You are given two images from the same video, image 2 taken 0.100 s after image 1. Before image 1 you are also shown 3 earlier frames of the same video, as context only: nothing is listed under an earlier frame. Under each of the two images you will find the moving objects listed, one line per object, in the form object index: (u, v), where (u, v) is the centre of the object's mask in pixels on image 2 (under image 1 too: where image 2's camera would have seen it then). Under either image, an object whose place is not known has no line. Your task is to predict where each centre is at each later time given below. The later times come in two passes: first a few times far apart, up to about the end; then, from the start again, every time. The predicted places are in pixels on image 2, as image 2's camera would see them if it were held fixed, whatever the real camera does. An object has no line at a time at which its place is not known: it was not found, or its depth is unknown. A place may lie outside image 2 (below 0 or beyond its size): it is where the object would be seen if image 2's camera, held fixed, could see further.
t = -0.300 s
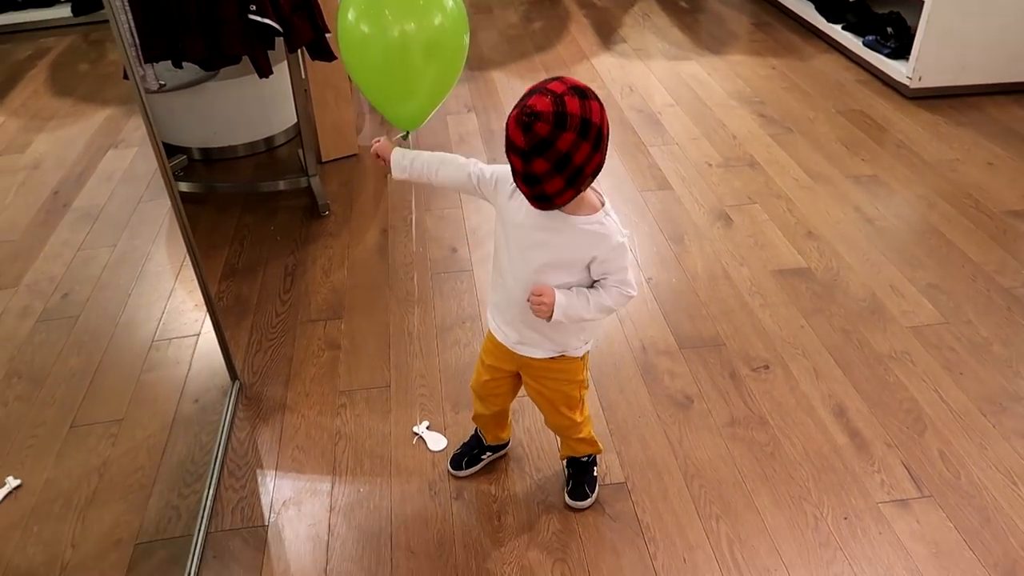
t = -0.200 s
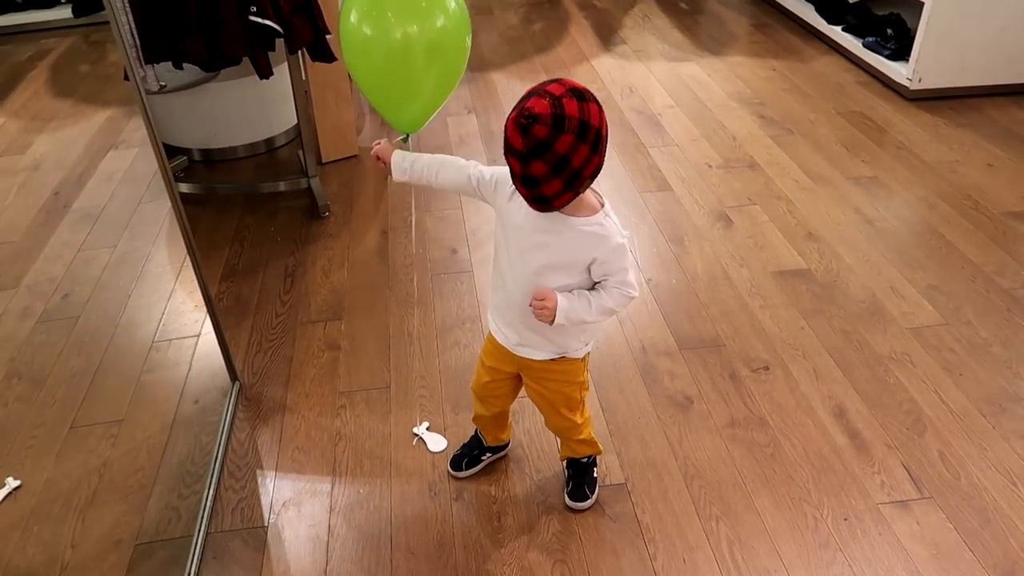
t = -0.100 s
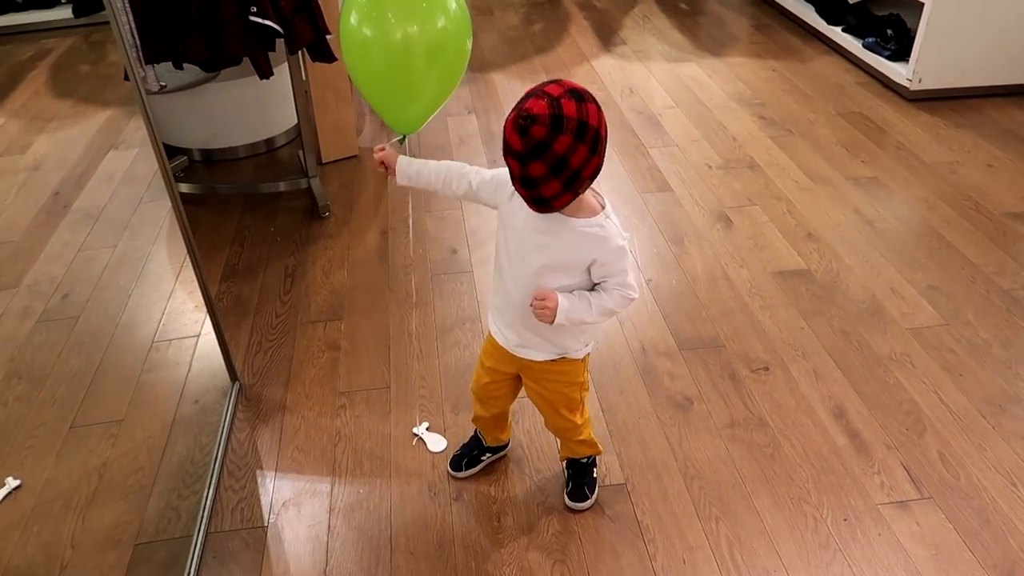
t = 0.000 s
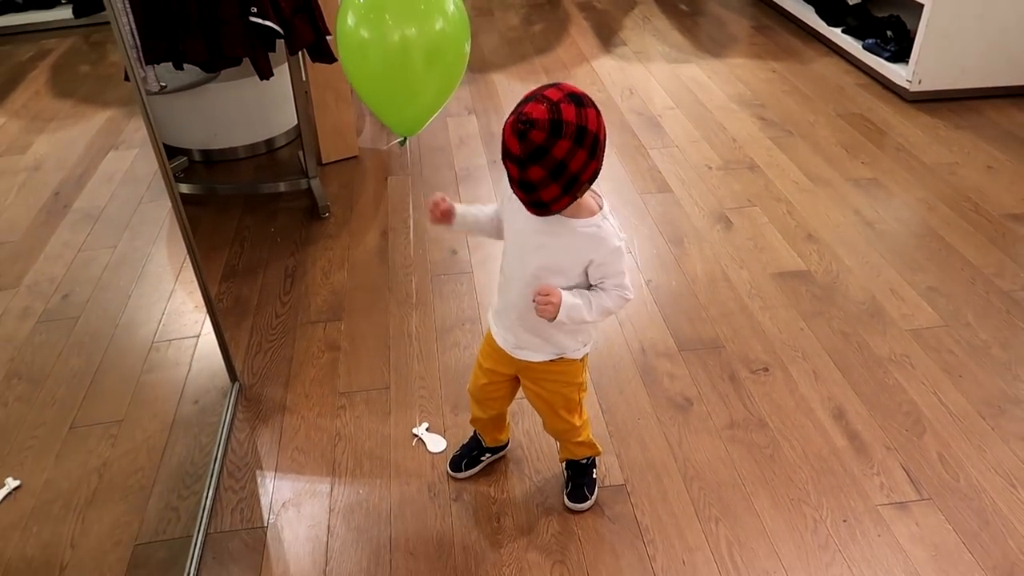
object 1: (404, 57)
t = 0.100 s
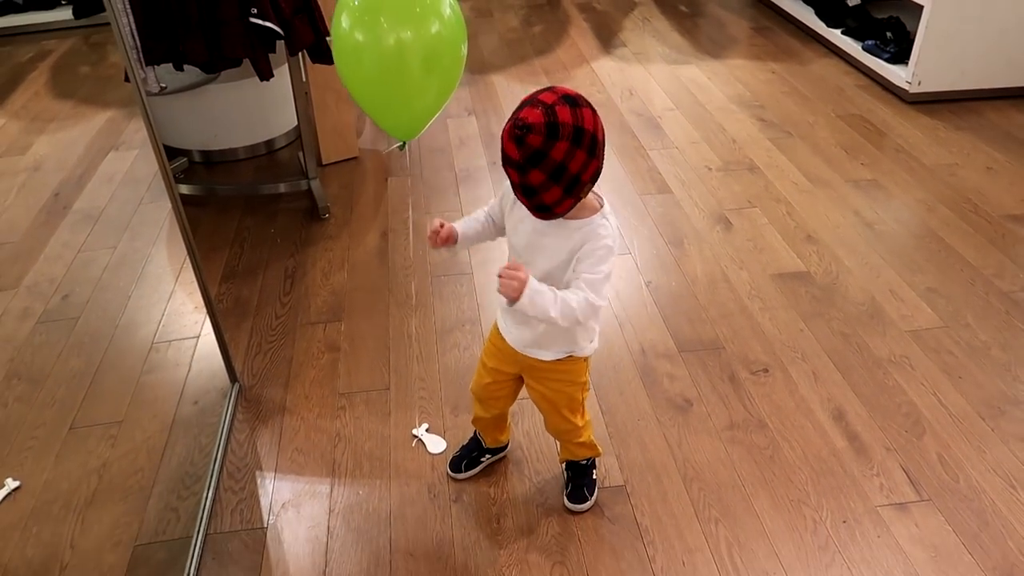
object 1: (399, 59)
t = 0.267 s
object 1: (388, 62)
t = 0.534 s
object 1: (365, 70)
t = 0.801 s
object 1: (347, 77)
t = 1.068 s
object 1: (347, 77)
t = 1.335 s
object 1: (360, 70)
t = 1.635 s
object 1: (378, 63)
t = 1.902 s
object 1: (390, 61)
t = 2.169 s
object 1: (394, 62)
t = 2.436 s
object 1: (390, 65)
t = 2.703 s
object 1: (381, 70)
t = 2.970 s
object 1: (368, 77)
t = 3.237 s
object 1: (361, 80)
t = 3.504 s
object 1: (360, 79)
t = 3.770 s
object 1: (366, 75)
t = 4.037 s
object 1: (376, 70)
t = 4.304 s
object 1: (386, 68)
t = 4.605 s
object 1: (389, 68)
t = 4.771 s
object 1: (388, 69)
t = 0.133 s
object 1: (398, 59)
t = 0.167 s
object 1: (396, 60)
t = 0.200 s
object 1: (394, 61)
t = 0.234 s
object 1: (391, 62)
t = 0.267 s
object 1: (388, 62)
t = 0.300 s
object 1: (386, 63)
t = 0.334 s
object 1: (383, 63)
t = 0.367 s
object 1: (380, 64)
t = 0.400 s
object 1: (377, 65)
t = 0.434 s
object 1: (374, 66)
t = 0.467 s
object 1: (371, 68)
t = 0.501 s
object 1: (368, 69)
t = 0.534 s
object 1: (365, 70)
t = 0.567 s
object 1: (362, 71)
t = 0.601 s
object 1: (359, 72)
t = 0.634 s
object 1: (357, 73)
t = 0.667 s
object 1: (354, 74)
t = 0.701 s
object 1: (352, 75)
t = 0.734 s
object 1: (350, 76)
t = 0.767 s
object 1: (348, 77)
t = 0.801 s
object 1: (347, 77)
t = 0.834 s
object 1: (346, 78)
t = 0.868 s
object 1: (346, 78)
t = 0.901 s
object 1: (345, 78)
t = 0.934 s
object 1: (345, 79)
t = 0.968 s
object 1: (345, 78)
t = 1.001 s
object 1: (346, 78)
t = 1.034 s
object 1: (346, 78)
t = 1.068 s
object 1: (347, 77)
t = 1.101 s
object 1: (348, 76)
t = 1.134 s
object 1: (349, 75)
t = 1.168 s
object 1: (350, 75)
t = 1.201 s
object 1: (352, 74)
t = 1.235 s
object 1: (354, 73)
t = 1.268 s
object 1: (356, 72)
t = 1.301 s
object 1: (358, 71)
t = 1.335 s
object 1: (360, 70)
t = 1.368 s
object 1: (362, 69)
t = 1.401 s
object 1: (364, 68)
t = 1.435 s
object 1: (366, 67)
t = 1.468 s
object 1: (368, 66)
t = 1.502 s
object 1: (370, 65)
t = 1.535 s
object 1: (372, 64)
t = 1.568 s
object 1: (375, 63)
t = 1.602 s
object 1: (377, 63)
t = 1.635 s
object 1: (378, 63)
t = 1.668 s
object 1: (380, 63)
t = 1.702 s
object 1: (382, 62)
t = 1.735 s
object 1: (384, 62)
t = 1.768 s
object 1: (385, 62)
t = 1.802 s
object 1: (386, 62)
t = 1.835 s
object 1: (388, 62)
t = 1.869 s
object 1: (389, 62)
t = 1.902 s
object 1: (390, 61)
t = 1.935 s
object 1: (391, 61)
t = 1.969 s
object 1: (391, 61)
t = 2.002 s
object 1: (392, 61)
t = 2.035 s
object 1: (393, 61)
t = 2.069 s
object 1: (393, 62)
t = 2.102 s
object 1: (393, 62)
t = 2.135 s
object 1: (393, 62)
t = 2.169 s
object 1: (394, 62)
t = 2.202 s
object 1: (394, 63)
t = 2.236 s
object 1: (394, 63)
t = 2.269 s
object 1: (393, 63)
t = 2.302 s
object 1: (393, 63)
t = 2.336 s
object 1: (392, 64)
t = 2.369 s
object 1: (392, 64)
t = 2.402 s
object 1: (391, 65)
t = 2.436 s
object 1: (390, 65)
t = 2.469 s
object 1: (389, 66)
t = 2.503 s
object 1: (388, 66)
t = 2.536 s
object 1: (387, 67)
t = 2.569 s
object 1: (386, 68)
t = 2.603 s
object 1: (385, 68)
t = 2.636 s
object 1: (383, 69)
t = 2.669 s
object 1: (382, 70)
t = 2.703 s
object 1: (381, 70)
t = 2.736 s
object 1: (379, 71)
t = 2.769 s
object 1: (378, 72)
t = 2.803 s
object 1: (376, 73)
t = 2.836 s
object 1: (374, 74)
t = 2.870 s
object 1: (373, 75)
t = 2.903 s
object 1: (371, 76)
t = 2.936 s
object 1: (370, 76)
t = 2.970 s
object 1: (368, 77)
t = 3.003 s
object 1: (367, 78)
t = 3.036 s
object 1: (366, 78)
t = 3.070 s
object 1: (365, 79)
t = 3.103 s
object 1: (364, 79)
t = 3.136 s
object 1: (363, 80)
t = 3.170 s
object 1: (362, 80)
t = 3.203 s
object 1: (361, 80)
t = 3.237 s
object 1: (361, 80)
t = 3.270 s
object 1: (360, 80)
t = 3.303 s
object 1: (360, 80)
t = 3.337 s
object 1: (360, 80)
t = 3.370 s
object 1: (359, 80)
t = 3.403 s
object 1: (359, 80)
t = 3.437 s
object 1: (359, 80)
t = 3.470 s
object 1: (359, 79)
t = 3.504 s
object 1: (360, 79)
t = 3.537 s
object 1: (360, 78)
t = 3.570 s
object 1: (361, 78)
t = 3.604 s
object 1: (361, 78)
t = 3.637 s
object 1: (362, 77)
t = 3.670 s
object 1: (363, 76)
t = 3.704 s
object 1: (364, 76)
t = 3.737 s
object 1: (365, 75)
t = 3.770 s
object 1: (366, 75)
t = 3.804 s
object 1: (367, 74)
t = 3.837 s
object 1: (368, 74)
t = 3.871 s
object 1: (370, 73)
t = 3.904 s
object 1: (371, 72)
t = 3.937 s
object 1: (372, 72)
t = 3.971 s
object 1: (373, 71)
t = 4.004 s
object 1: (375, 71)
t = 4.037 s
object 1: (376, 70)
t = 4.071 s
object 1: (377, 70)
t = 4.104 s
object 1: (378, 69)
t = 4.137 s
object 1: (380, 69)
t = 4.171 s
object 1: (381, 69)
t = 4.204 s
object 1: (382, 69)
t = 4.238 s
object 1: (384, 68)
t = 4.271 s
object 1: (385, 68)
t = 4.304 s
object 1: (386, 68)
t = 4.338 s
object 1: (386, 68)
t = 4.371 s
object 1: (387, 68)
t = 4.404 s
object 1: (388, 68)
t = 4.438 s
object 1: (388, 68)
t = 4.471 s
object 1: (388, 68)
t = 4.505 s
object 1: (389, 68)
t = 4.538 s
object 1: (389, 68)
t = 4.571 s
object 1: (389, 68)
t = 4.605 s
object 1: (389, 68)
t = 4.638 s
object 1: (389, 68)
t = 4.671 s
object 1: (389, 69)
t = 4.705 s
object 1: (389, 69)
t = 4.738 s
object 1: (388, 69)
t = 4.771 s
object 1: (388, 69)
